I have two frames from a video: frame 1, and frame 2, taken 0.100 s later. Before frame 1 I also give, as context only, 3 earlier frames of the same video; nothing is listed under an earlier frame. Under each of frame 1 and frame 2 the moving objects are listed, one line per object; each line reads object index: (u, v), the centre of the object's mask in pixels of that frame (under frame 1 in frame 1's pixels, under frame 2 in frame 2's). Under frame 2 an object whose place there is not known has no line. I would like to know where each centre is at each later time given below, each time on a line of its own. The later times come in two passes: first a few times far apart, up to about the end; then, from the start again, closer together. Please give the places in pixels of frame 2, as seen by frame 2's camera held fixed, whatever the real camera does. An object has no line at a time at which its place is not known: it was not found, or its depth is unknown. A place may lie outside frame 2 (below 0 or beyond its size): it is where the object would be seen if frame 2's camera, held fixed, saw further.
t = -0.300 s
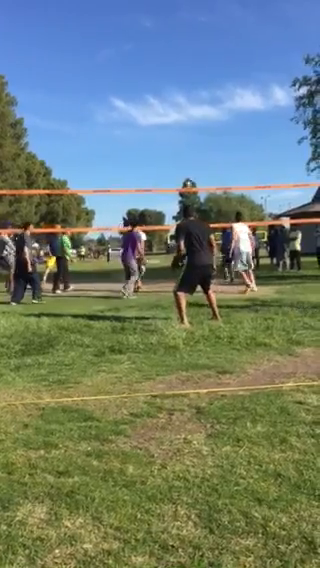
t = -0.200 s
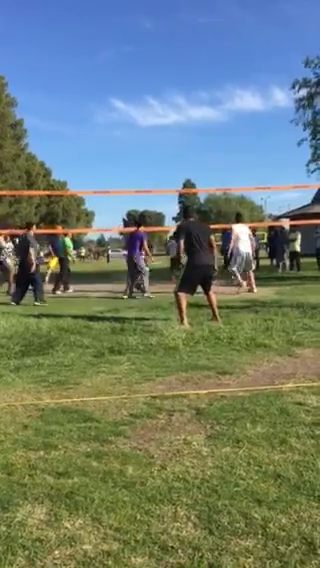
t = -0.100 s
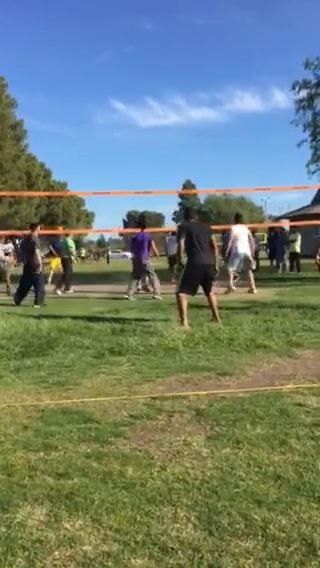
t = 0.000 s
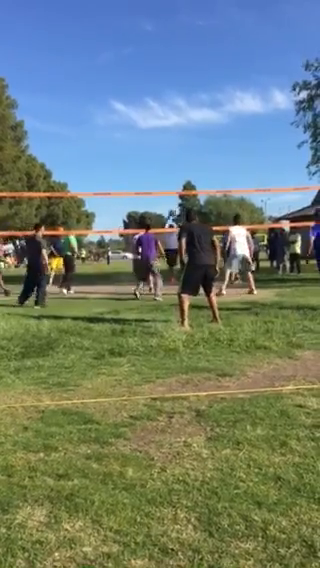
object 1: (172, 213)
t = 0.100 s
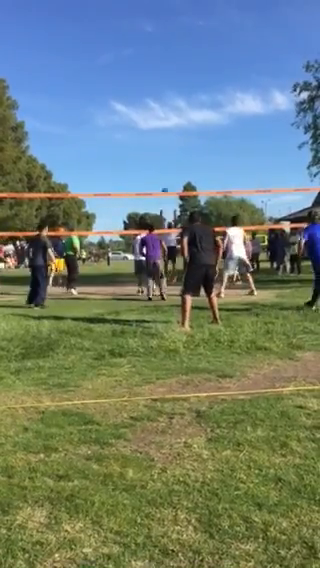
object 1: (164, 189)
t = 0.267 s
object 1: (153, 159)
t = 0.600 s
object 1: (129, 120)
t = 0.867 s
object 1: (111, 115)
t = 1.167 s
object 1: (92, 141)
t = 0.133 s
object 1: (163, 184)
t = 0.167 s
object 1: (160, 177)
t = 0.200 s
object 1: (158, 170)
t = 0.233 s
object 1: (155, 165)
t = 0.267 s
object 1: (153, 159)
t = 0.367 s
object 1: (146, 144)
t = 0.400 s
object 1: (144, 139)
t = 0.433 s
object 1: (141, 135)
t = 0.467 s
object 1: (138, 131)
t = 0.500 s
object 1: (136, 128)
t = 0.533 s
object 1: (134, 125)
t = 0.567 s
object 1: (132, 122)
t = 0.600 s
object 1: (129, 120)
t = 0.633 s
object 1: (127, 119)
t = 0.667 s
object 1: (125, 117)
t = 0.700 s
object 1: (122, 115)
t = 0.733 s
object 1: (120, 114)
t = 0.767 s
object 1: (118, 114)
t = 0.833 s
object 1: (113, 114)
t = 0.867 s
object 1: (111, 115)
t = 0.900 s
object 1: (109, 117)
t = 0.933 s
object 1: (107, 118)
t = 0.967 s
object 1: (104, 120)
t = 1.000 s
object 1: (102, 122)
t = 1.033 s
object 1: (100, 125)
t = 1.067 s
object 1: (98, 128)
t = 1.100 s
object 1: (96, 132)
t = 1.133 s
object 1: (94, 136)
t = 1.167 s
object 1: (92, 141)
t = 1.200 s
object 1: (89, 146)
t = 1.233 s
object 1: (87, 151)
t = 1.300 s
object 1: (82, 163)
